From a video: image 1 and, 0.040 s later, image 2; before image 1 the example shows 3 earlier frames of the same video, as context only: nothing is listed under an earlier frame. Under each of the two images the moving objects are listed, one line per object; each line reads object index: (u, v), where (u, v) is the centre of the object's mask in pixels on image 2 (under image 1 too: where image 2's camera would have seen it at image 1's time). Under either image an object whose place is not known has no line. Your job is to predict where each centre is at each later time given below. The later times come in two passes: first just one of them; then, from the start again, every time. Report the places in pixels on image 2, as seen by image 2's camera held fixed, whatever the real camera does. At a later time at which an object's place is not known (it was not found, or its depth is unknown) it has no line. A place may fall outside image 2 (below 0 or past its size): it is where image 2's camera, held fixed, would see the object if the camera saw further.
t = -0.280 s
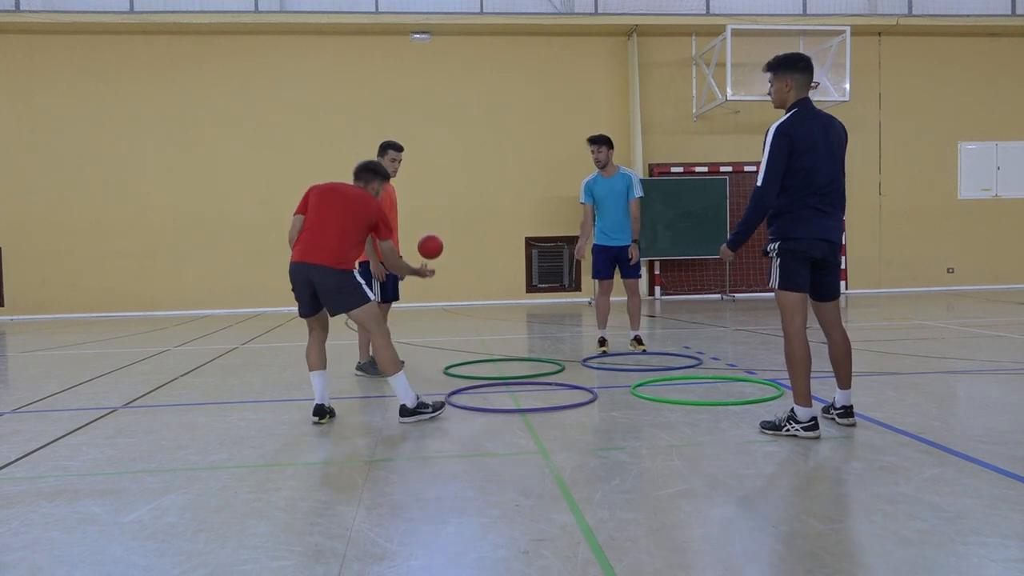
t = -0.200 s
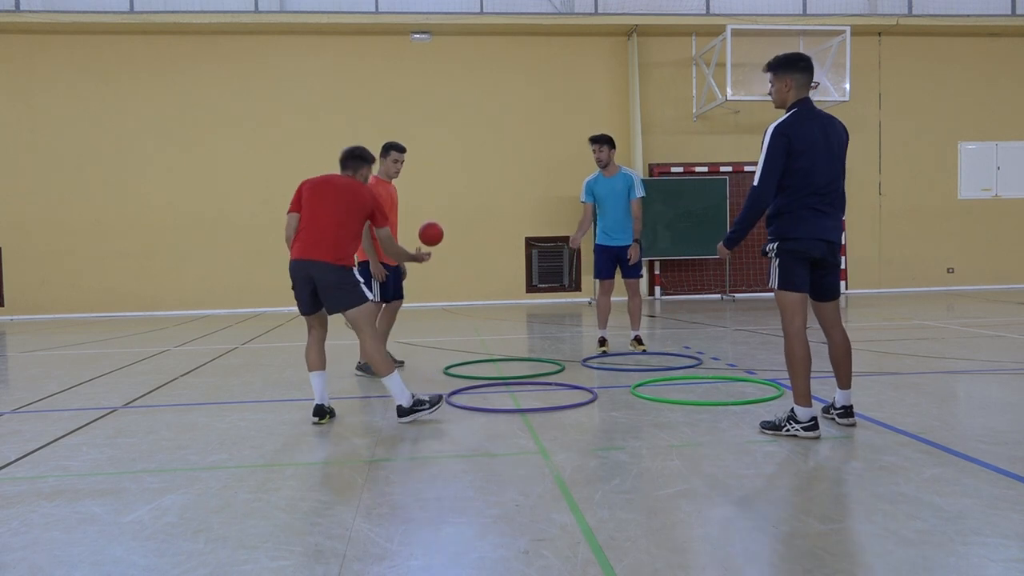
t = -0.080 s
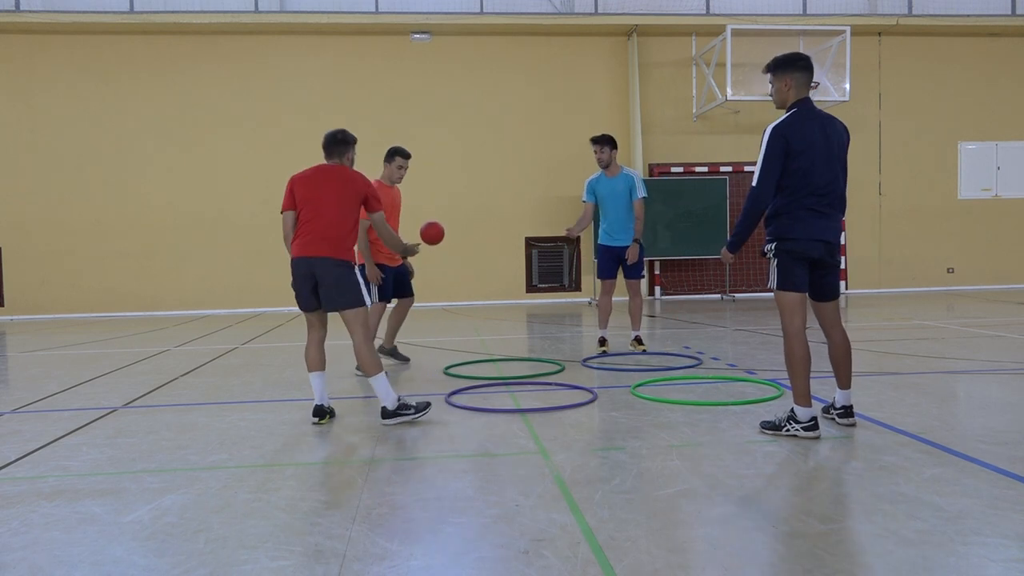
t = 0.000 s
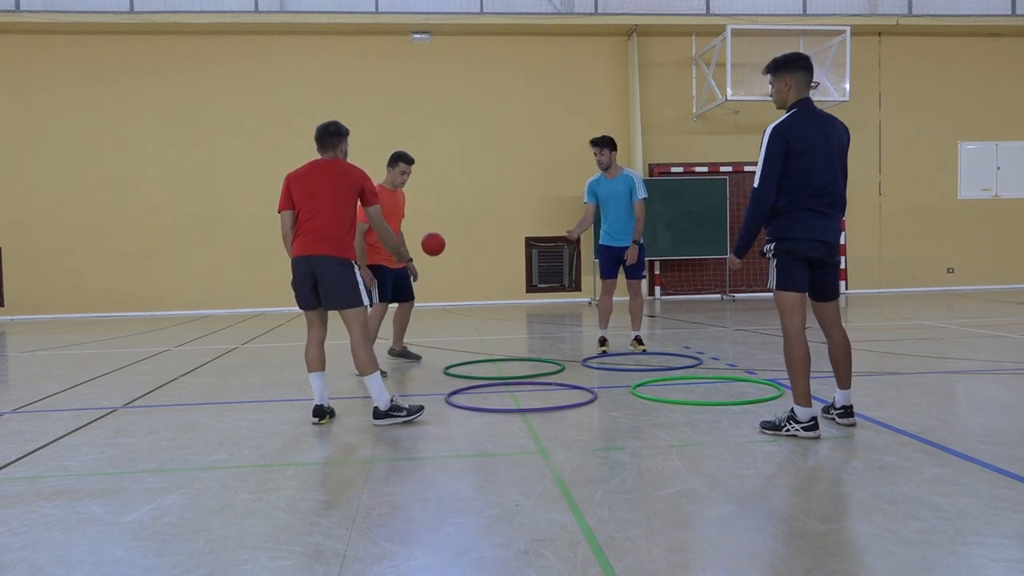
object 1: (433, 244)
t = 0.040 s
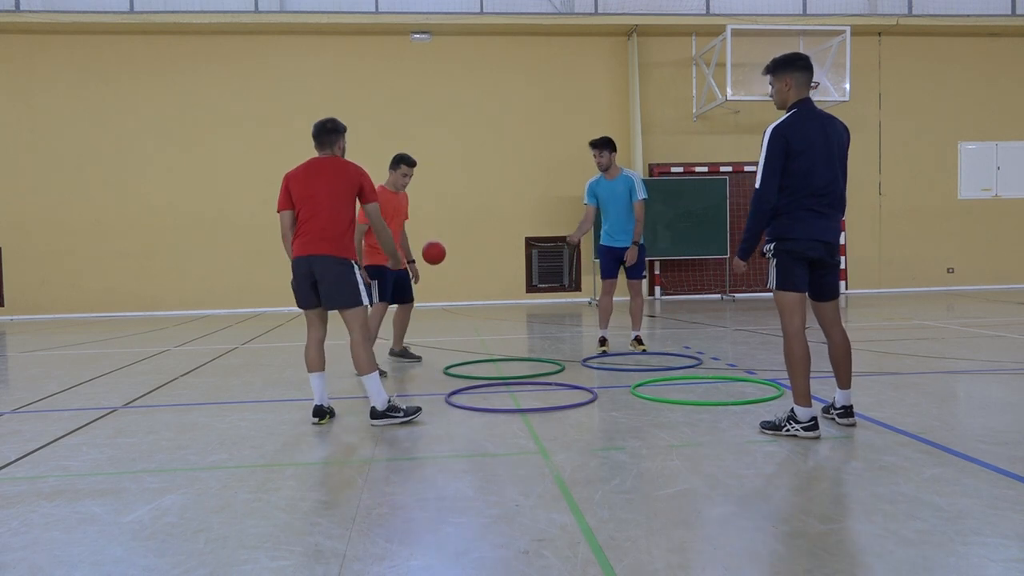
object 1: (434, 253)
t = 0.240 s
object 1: (437, 328)
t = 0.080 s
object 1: (434, 264)
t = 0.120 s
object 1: (435, 277)
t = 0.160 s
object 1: (436, 292)
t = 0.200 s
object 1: (437, 309)
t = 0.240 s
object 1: (437, 328)
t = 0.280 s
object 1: (438, 349)
